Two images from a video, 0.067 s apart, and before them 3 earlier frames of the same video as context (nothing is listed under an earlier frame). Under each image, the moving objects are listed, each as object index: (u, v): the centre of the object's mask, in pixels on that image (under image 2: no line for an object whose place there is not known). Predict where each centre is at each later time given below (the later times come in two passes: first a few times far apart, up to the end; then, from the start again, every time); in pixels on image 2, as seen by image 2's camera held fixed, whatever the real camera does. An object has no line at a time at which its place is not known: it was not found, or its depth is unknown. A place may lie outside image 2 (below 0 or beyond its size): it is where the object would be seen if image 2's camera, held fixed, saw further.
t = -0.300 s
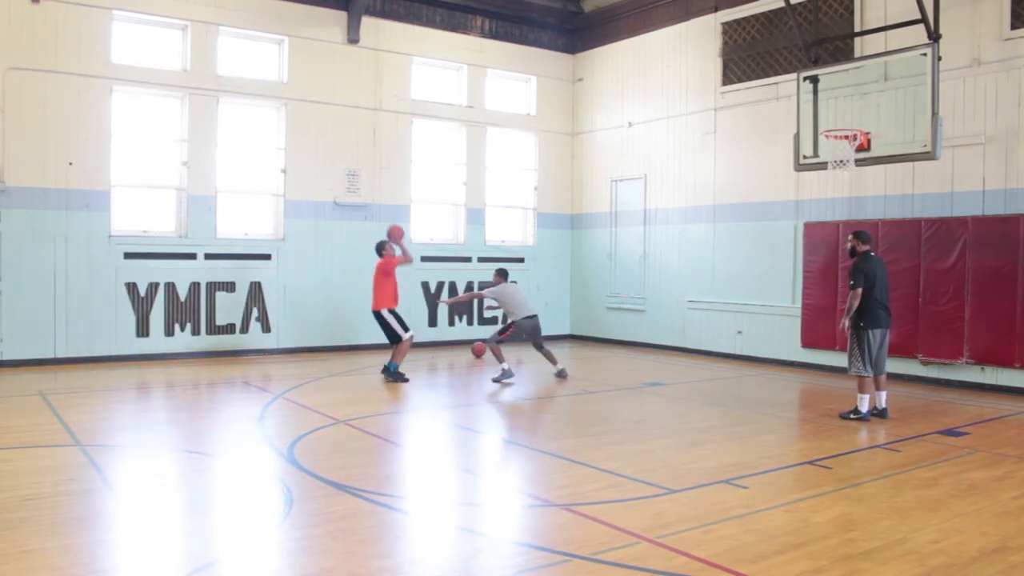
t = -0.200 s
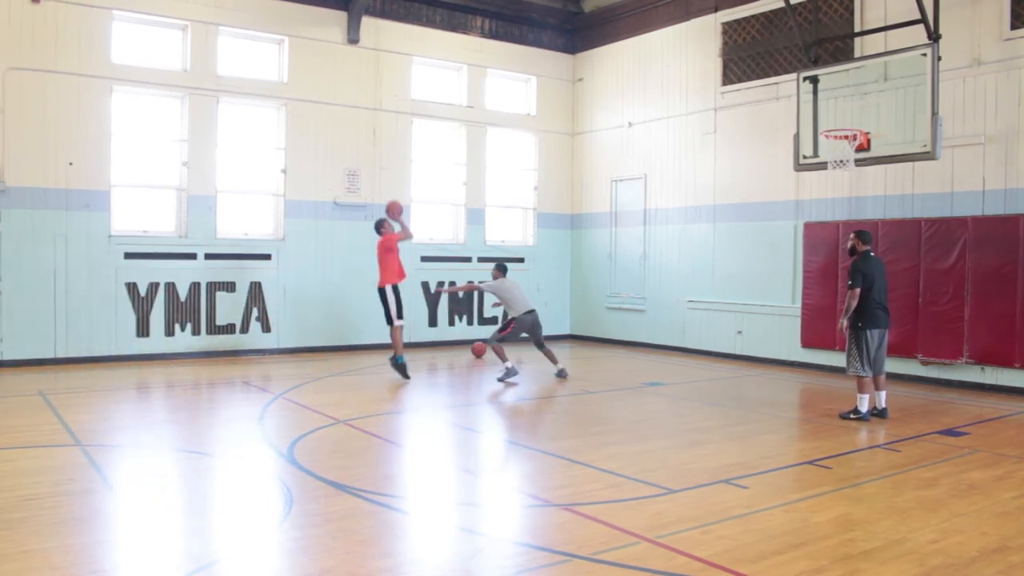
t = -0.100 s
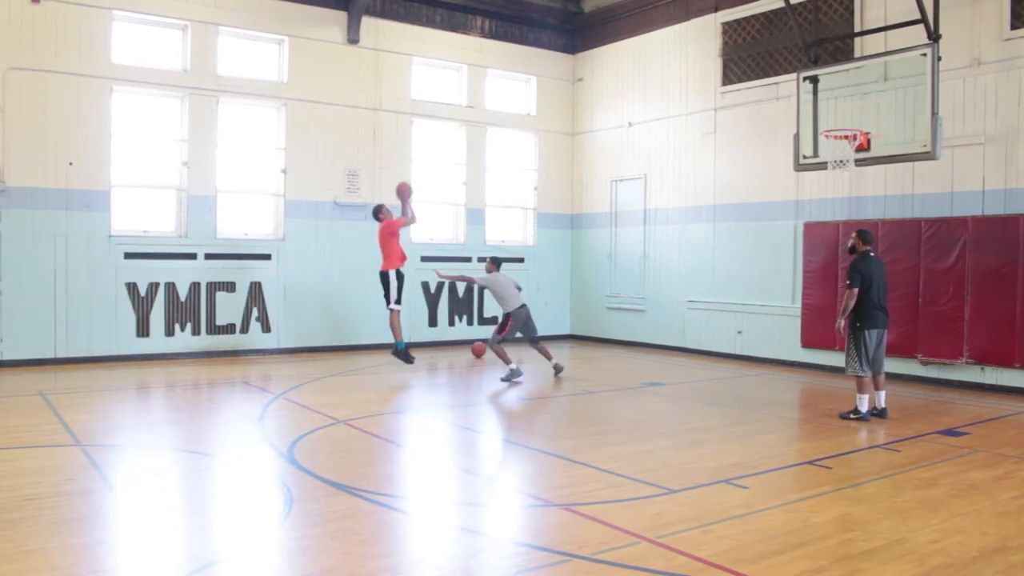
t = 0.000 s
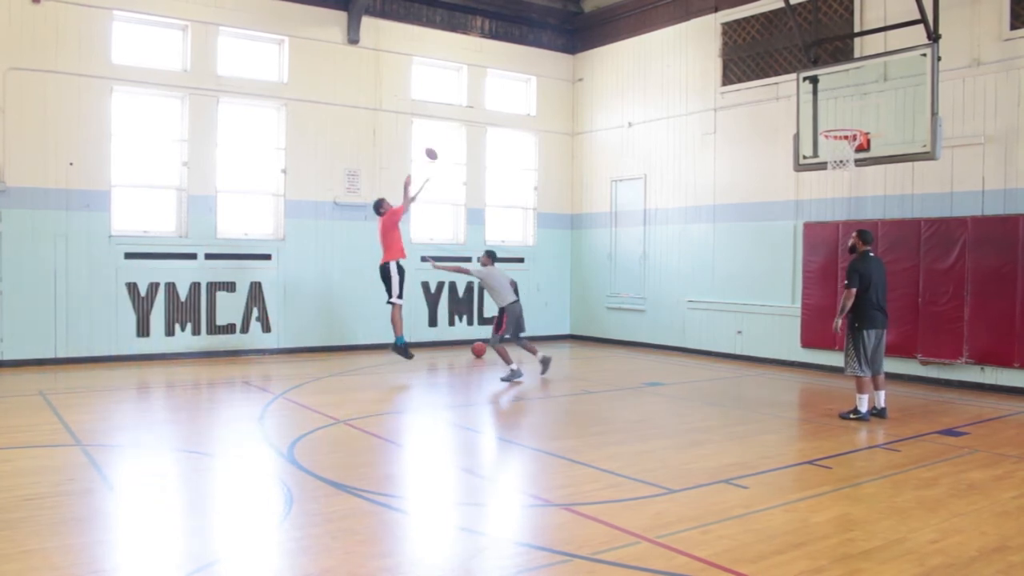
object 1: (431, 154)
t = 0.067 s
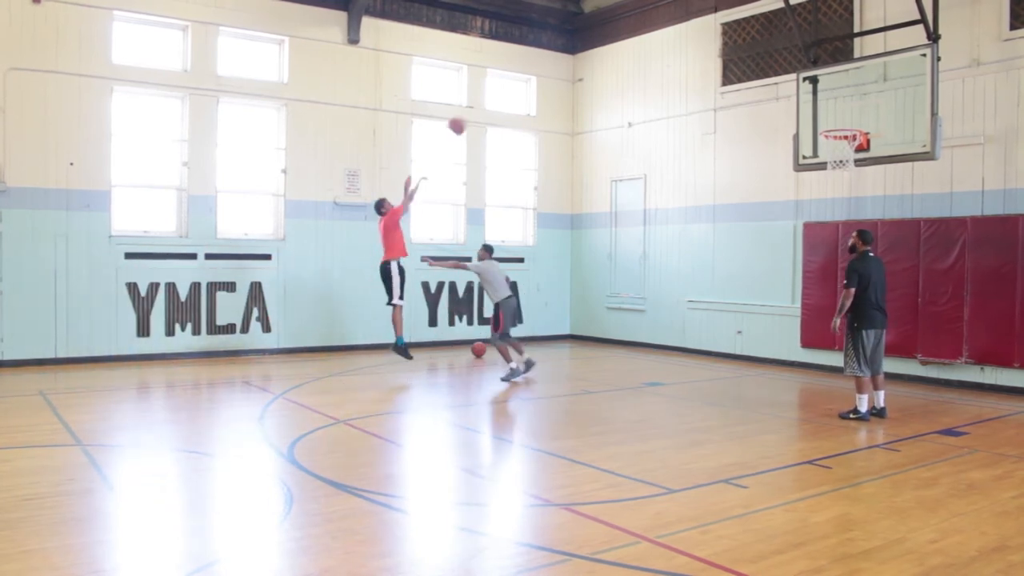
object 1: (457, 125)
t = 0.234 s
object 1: (519, 73)
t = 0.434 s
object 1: (596, 37)
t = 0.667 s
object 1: (688, 37)
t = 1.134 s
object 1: (861, 158)
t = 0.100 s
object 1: (470, 113)
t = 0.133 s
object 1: (481, 102)
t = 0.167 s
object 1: (493, 92)
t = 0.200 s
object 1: (507, 80)
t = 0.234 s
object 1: (519, 73)
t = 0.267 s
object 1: (533, 65)
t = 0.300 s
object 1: (545, 58)
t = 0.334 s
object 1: (559, 50)
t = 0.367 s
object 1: (571, 45)
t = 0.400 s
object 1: (583, 41)
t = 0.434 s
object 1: (596, 37)
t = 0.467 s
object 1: (609, 35)
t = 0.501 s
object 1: (621, 32)
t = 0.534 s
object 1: (634, 31)
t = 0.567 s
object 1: (648, 31)
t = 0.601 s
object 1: (661, 33)
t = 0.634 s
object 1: (674, 35)
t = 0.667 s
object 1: (688, 37)
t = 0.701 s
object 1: (700, 41)
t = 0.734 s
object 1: (714, 45)
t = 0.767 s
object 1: (729, 51)
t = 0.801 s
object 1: (740, 57)
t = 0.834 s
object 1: (754, 64)
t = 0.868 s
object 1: (766, 71)
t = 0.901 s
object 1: (779, 81)
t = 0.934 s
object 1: (793, 92)
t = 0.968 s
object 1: (807, 103)
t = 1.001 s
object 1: (819, 115)
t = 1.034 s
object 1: (832, 128)
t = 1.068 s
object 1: (846, 142)
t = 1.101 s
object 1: (858, 151)
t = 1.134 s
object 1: (861, 158)
